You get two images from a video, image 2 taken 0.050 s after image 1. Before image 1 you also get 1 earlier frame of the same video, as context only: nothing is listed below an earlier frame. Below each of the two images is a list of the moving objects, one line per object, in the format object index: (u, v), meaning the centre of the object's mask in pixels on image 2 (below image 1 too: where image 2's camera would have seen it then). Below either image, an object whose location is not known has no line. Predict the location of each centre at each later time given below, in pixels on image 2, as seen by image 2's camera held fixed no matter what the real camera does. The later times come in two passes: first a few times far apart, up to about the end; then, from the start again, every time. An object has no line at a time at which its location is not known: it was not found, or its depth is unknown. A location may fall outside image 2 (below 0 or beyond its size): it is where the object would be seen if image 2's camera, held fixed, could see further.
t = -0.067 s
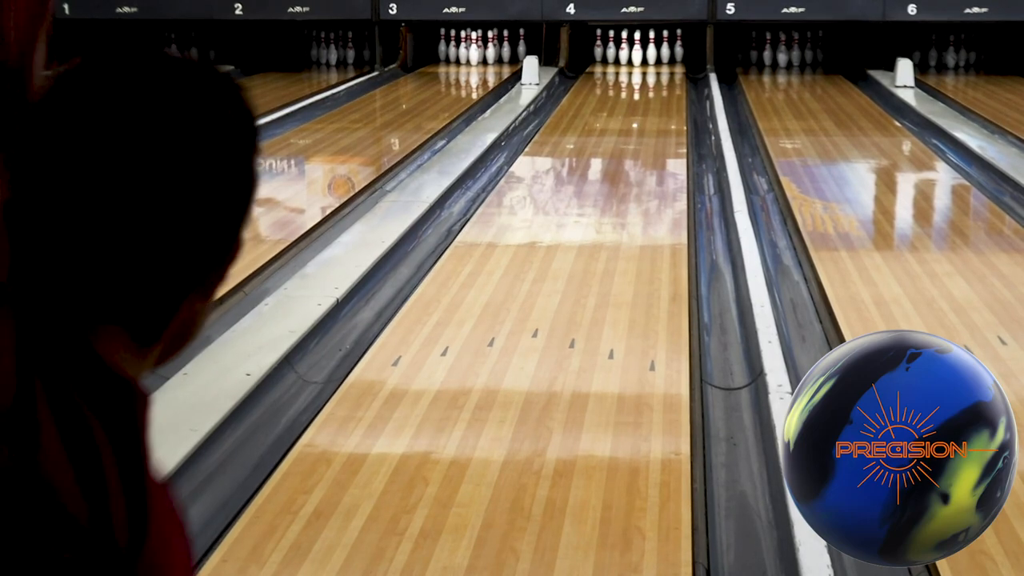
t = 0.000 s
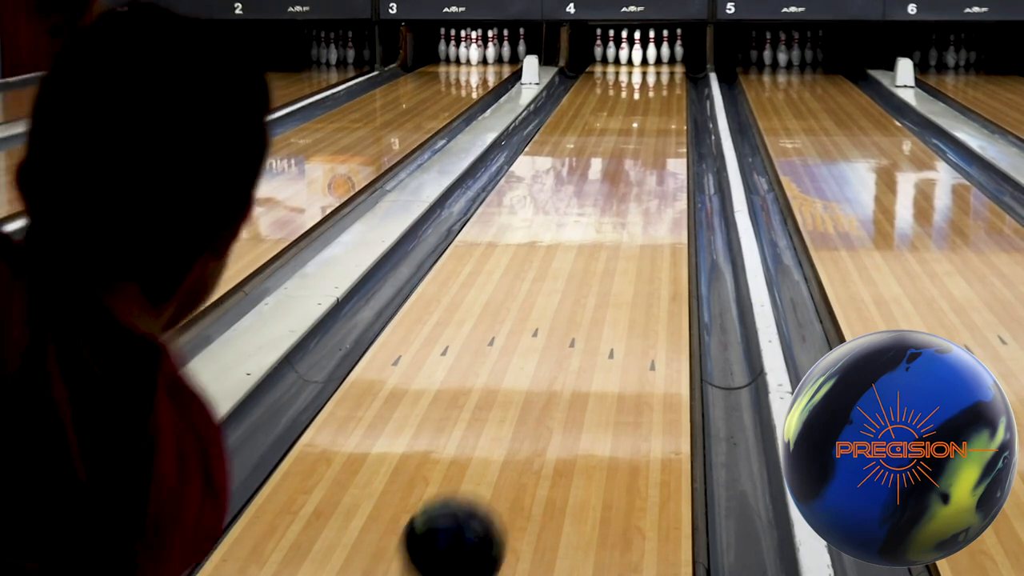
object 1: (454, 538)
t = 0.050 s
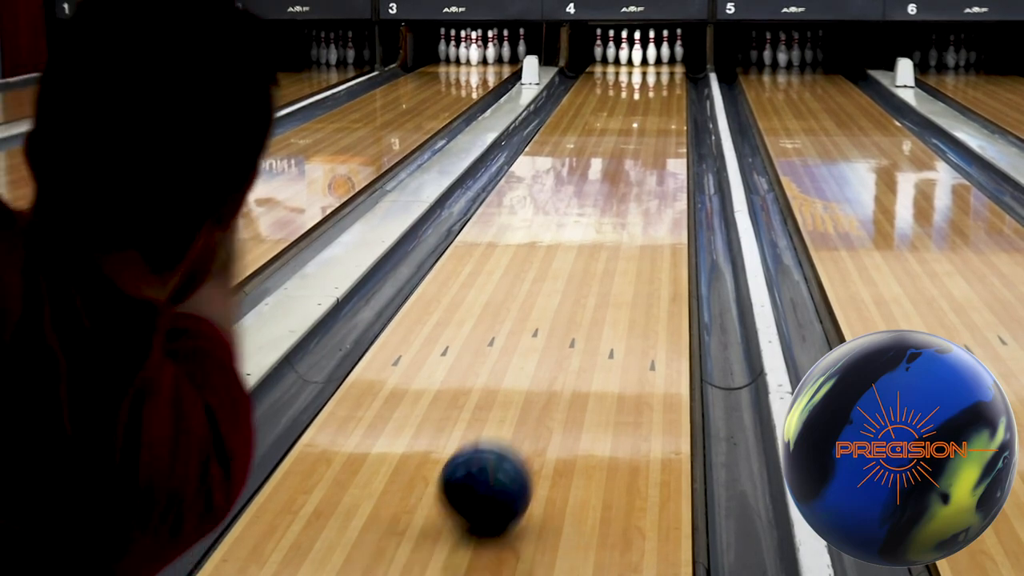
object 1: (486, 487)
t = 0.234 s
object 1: (566, 342)
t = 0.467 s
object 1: (620, 241)
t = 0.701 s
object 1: (651, 180)
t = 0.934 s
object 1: (669, 141)
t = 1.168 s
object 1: (679, 113)
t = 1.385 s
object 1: (682, 93)
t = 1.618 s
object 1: (678, 77)
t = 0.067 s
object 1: (496, 470)
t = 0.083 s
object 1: (505, 453)
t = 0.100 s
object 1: (513, 438)
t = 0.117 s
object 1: (521, 424)
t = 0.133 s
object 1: (529, 410)
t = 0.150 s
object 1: (536, 397)
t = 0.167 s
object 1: (542, 385)
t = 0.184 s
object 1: (548, 373)
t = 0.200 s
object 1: (554, 362)
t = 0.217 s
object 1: (560, 352)
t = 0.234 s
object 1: (566, 342)
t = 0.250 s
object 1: (571, 332)
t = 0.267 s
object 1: (575, 323)
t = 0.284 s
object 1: (580, 314)
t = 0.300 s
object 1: (585, 307)
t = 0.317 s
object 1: (589, 298)
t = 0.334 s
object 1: (593, 291)
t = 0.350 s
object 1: (597, 284)
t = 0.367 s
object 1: (601, 278)
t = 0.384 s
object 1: (604, 271)
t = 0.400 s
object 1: (608, 264)
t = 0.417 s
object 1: (611, 258)
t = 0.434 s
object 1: (614, 252)
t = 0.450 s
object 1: (617, 247)
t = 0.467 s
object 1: (620, 241)
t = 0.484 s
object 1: (623, 236)
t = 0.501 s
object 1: (626, 231)
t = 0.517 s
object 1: (628, 226)
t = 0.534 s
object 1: (631, 221)
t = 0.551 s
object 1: (633, 216)
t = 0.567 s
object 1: (635, 212)
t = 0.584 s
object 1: (638, 207)
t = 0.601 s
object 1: (640, 203)
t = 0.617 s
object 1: (642, 199)
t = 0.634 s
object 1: (644, 195)
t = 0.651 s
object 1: (645, 191)
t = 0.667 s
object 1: (647, 187)
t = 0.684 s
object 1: (649, 184)
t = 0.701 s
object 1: (651, 180)
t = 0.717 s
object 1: (653, 177)
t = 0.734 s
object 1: (654, 174)
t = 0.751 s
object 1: (656, 171)
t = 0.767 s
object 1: (657, 167)
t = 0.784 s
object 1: (658, 165)
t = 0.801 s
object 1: (660, 162)
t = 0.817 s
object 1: (661, 159)
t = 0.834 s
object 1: (662, 156)
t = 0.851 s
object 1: (664, 153)
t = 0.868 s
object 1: (665, 151)
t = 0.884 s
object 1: (666, 148)
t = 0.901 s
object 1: (667, 146)
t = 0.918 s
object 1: (668, 143)
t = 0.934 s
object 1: (669, 141)
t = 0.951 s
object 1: (670, 138)
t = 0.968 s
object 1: (671, 136)
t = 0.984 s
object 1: (672, 134)
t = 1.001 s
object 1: (672, 132)
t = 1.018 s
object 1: (673, 130)
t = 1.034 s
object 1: (674, 128)
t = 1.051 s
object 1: (675, 126)
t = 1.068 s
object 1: (675, 124)
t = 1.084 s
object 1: (676, 122)
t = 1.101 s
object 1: (677, 120)
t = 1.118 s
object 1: (677, 118)
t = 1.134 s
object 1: (678, 117)
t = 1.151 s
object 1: (678, 115)
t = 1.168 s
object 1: (679, 113)
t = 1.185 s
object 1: (679, 111)
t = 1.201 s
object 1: (680, 110)
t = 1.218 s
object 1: (680, 108)
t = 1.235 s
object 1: (680, 106)
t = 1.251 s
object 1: (681, 105)
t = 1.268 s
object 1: (681, 104)
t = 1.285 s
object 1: (681, 102)
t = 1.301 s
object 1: (681, 101)
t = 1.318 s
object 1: (682, 99)
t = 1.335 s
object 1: (682, 97)
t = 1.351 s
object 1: (682, 96)
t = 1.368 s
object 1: (682, 95)
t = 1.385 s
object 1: (682, 93)
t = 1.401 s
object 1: (682, 92)
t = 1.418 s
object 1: (682, 91)
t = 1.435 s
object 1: (682, 90)
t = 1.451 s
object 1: (682, 88)
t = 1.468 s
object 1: (682, 87)
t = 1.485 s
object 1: (681, 86)
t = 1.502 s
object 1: (682, 85)
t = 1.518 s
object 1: (681, 83)
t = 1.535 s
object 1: (681, 83)
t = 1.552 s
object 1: (680, 82)
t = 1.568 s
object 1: (680, 80)
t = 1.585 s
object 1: (679, 79)
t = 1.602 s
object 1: (678, 78)
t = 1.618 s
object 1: (678, 77)
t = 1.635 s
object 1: (678, 76)
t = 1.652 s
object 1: (676, 75)
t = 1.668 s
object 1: (677, 74)
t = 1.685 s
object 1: (676, 73)
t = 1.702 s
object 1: (675, 72)
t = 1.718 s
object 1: (674, 71)
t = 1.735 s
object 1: (674, 71)
